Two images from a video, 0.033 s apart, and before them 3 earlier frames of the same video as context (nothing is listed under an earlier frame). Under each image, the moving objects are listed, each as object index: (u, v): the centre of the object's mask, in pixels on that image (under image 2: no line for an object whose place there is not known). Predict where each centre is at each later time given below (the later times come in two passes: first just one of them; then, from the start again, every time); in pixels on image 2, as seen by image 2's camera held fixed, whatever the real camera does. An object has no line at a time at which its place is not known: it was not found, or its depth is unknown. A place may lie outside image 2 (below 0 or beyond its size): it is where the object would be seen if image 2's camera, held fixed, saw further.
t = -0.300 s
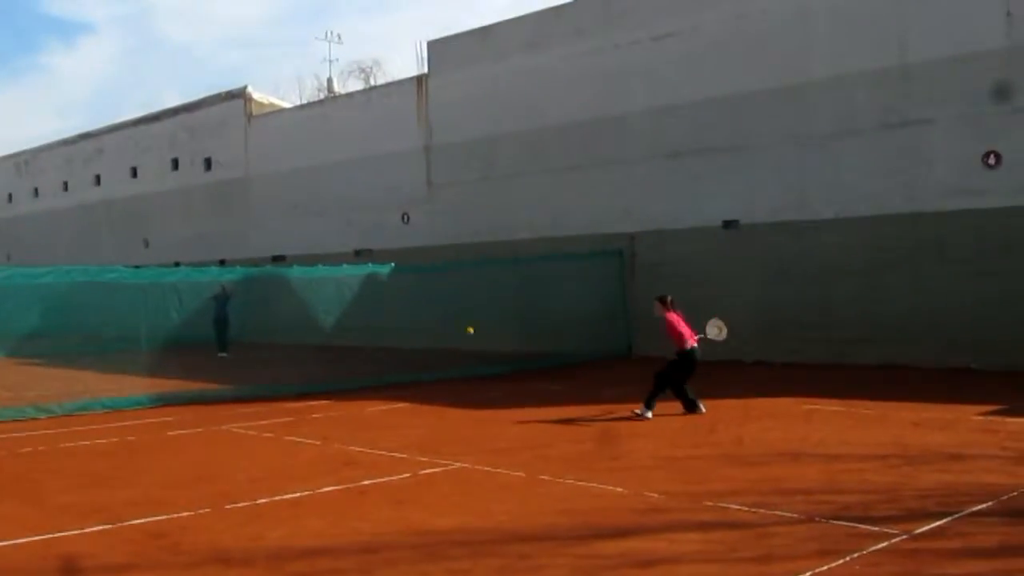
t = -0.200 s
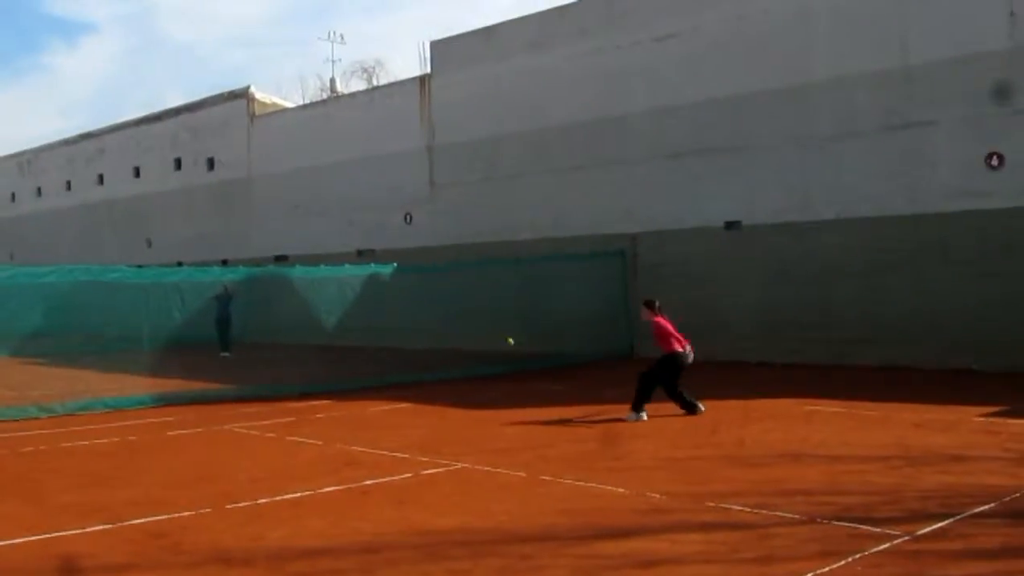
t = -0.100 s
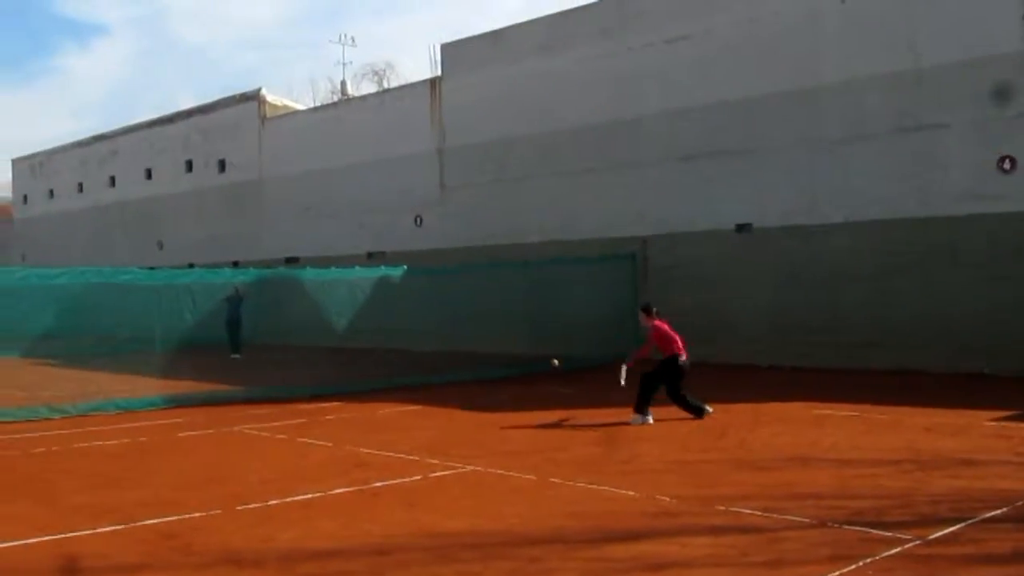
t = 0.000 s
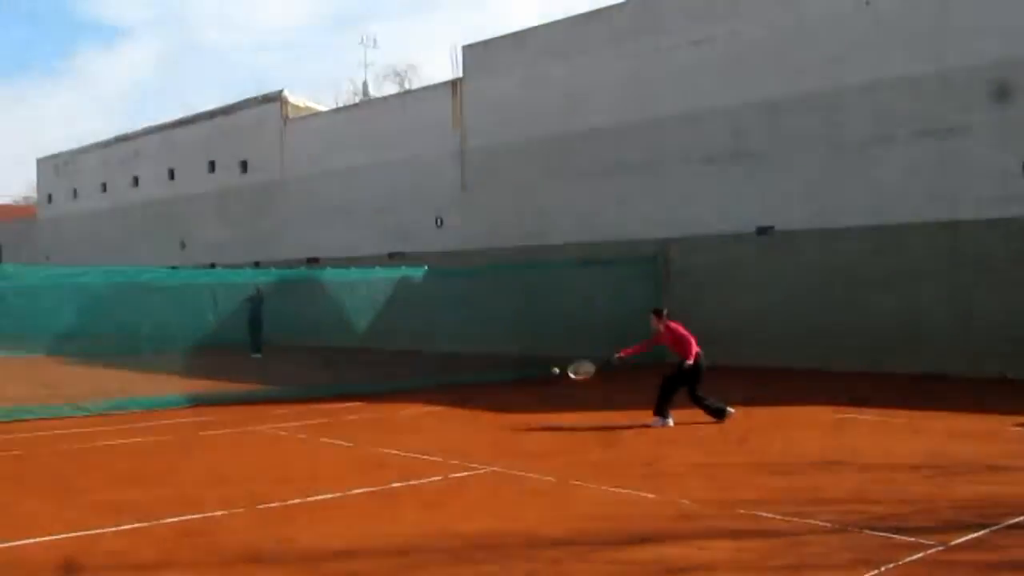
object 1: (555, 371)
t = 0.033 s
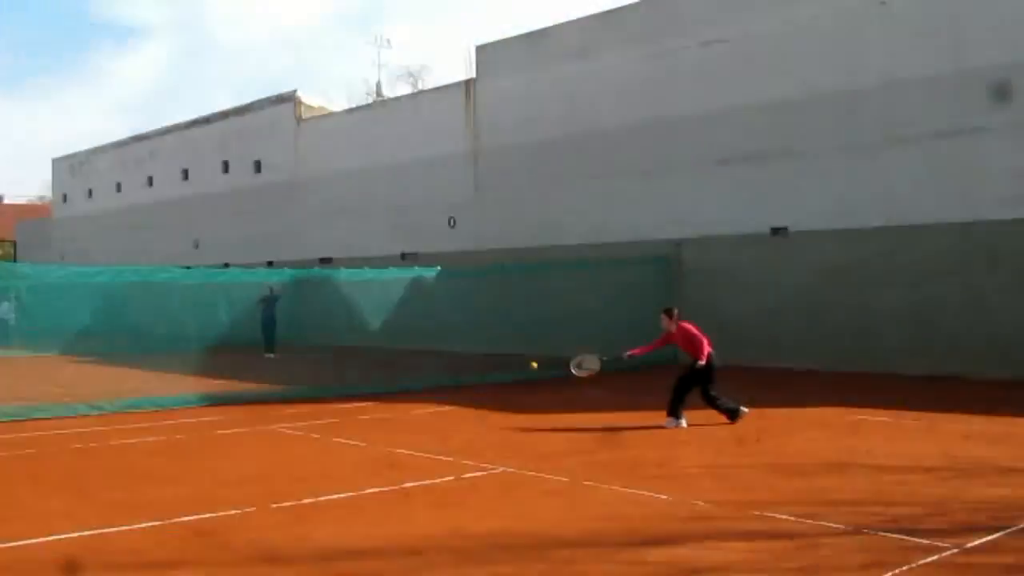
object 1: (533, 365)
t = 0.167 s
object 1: (368, 350)
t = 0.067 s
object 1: (497, 361)
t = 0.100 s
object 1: (458, 352)
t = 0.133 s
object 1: (413, 353)
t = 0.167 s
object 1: (368, 350)
